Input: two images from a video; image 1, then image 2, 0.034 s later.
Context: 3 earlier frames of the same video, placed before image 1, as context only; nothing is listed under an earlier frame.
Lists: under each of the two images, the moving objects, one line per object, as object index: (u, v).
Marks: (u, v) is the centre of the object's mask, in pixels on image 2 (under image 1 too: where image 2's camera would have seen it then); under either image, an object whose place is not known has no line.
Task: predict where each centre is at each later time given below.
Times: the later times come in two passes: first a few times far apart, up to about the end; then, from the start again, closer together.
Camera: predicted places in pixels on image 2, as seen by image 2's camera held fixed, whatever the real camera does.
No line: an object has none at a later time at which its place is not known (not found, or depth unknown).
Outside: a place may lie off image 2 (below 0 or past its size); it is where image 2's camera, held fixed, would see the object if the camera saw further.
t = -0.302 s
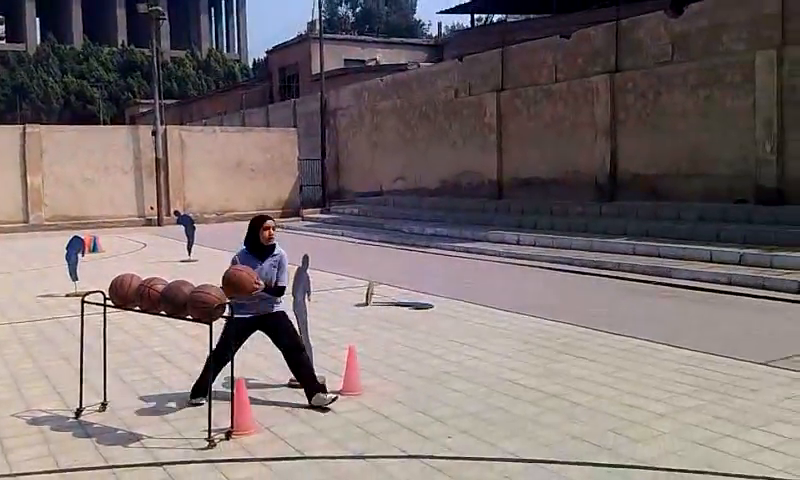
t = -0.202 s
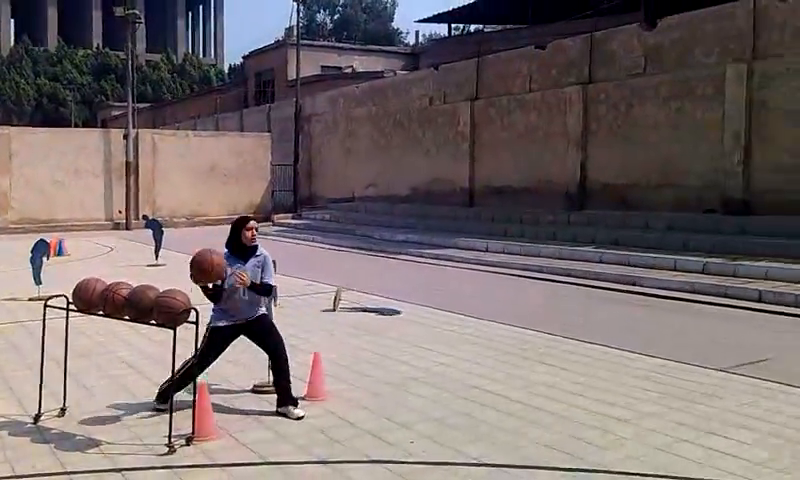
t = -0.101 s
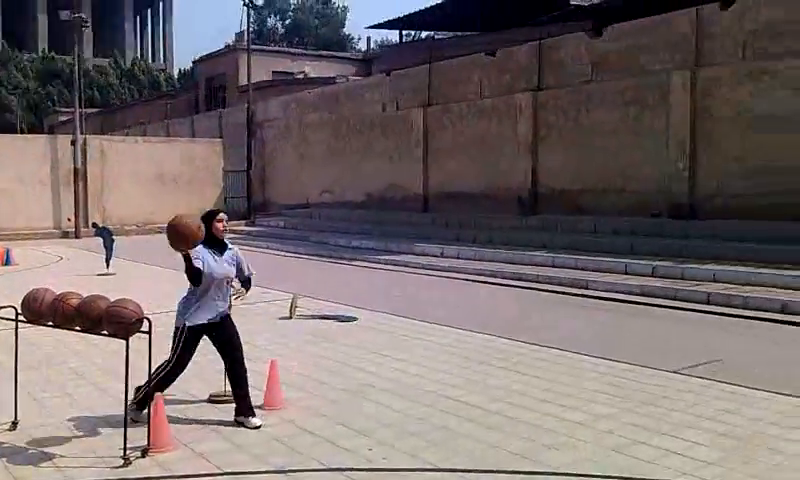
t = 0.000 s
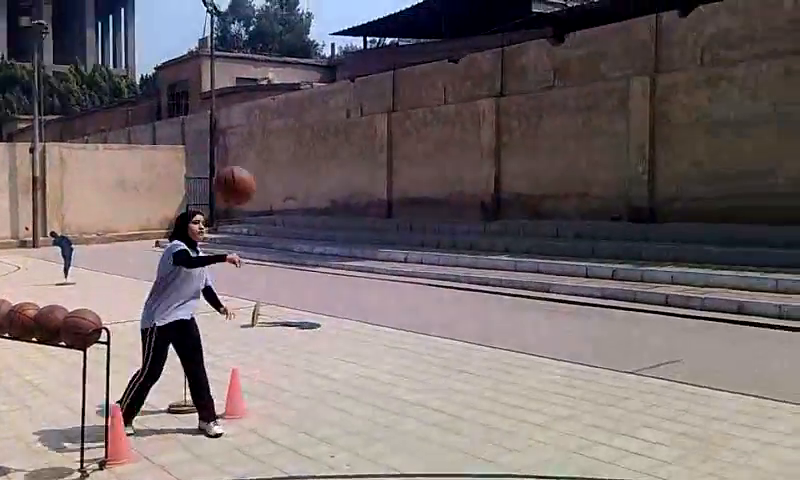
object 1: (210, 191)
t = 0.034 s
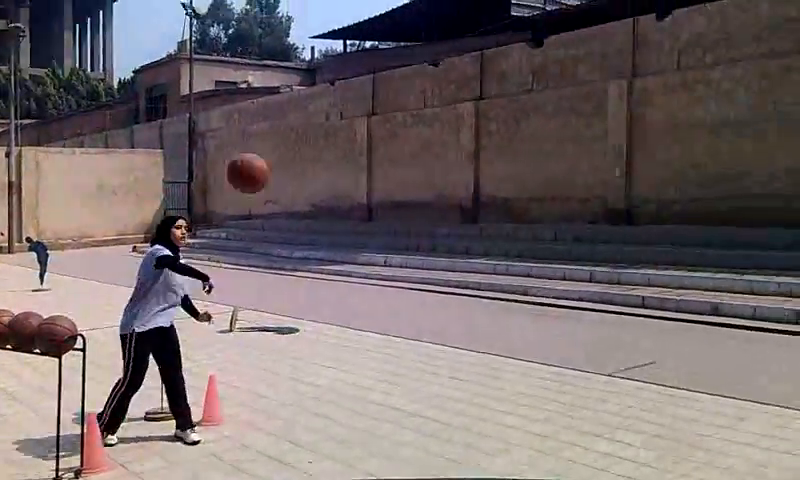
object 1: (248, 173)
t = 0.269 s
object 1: (540, 94)
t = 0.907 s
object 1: (655, 275)
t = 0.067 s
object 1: (285, 157)
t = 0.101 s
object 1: (322, 143)
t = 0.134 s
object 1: (362, 131)
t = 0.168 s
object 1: (403, 119)
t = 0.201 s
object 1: (447, 109)
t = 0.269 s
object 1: (540, 94)
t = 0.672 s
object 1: (830, 145)
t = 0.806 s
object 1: (725, 206)
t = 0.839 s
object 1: (699, 228)
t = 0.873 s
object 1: (680, 251)
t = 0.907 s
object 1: (655, 275)
